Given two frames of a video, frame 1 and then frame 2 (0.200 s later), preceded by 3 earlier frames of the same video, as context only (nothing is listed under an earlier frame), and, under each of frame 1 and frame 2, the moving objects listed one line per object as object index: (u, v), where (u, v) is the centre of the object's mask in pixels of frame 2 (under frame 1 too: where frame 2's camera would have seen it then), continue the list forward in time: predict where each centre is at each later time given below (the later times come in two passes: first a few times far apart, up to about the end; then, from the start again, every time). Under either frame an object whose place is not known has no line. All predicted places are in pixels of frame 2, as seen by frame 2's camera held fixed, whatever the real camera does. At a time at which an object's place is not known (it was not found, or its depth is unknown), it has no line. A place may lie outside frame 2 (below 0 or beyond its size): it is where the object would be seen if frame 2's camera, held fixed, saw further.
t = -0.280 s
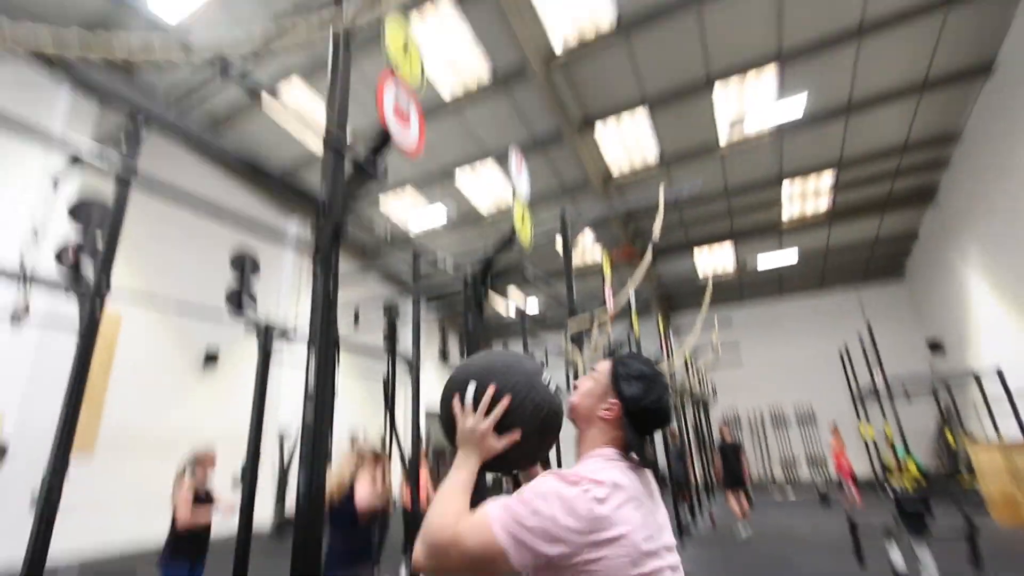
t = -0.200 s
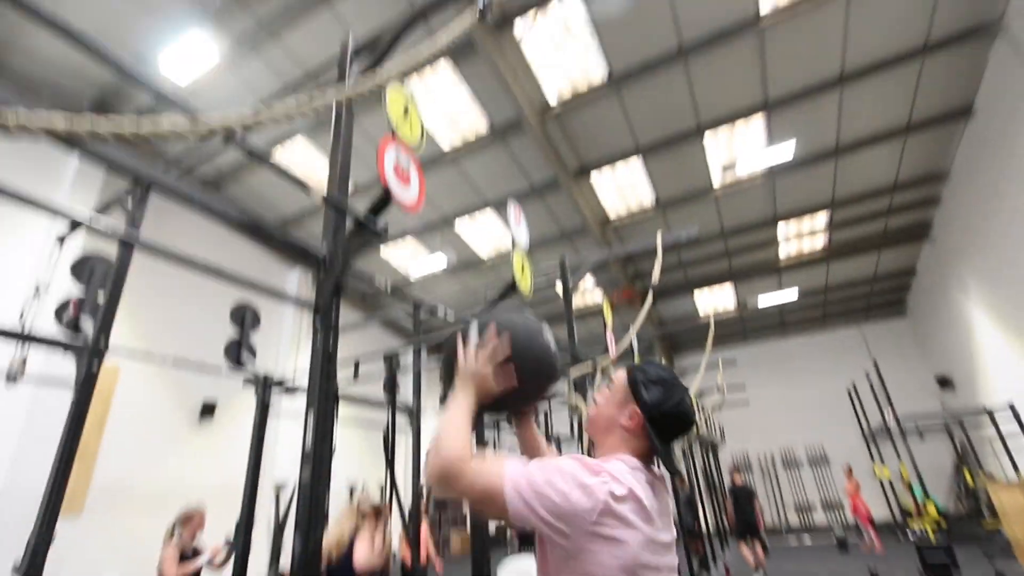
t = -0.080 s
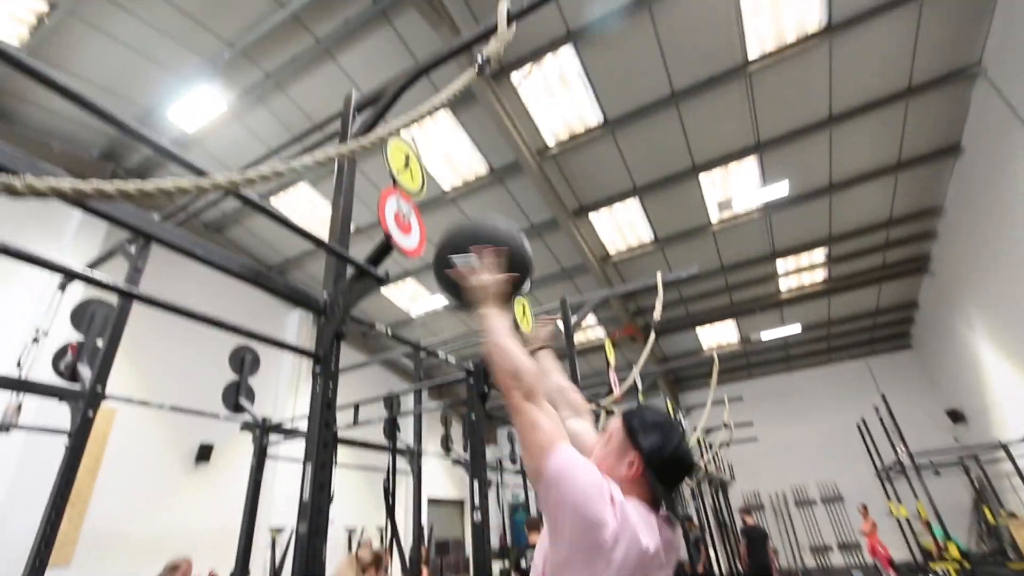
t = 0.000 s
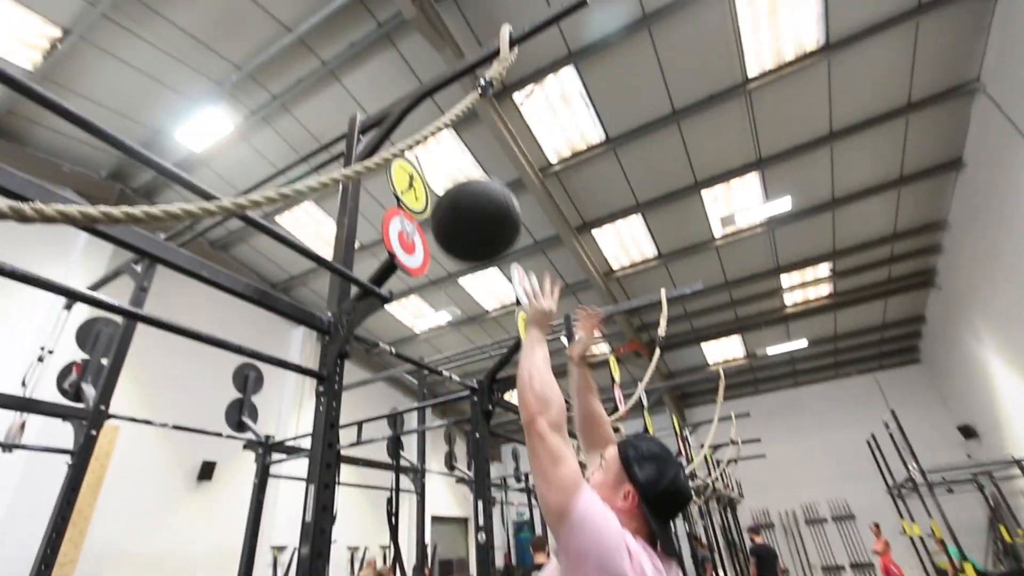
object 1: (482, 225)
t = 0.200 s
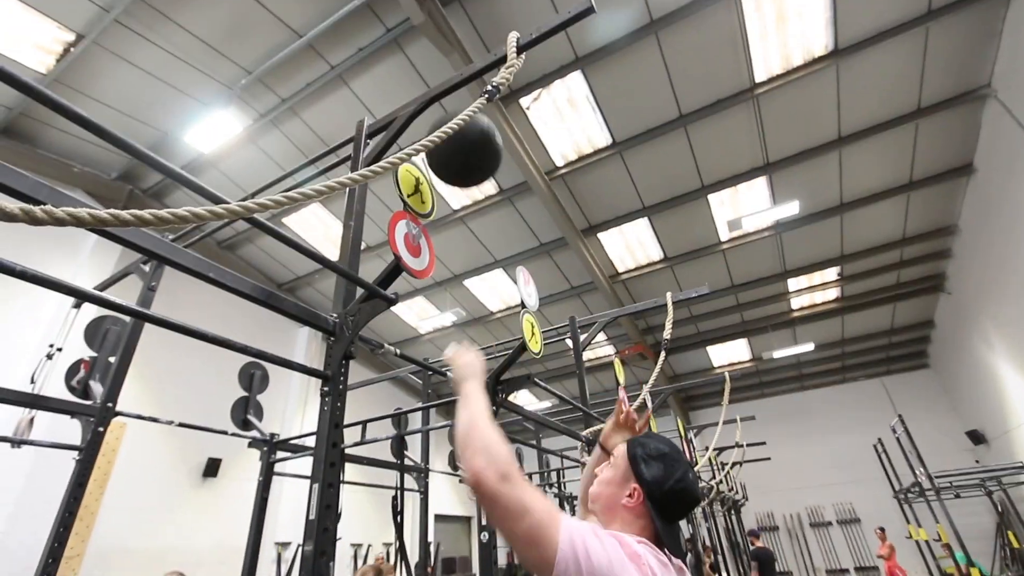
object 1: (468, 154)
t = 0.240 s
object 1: (467, 151)
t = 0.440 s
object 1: (456, 157)
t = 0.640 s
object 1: (474, 184)
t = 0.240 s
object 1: (467, 151)
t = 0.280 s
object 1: (460, 143)
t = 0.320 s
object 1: (457, 142)
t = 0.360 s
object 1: (454, 143)
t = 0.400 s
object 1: (451, 147)
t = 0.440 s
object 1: (456, 157)
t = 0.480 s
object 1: (459, 157)
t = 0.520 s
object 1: (462, 158)
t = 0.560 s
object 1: (465, 162)
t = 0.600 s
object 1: (469, 170)
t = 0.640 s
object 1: (474, 184)
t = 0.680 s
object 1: (480, 200)
